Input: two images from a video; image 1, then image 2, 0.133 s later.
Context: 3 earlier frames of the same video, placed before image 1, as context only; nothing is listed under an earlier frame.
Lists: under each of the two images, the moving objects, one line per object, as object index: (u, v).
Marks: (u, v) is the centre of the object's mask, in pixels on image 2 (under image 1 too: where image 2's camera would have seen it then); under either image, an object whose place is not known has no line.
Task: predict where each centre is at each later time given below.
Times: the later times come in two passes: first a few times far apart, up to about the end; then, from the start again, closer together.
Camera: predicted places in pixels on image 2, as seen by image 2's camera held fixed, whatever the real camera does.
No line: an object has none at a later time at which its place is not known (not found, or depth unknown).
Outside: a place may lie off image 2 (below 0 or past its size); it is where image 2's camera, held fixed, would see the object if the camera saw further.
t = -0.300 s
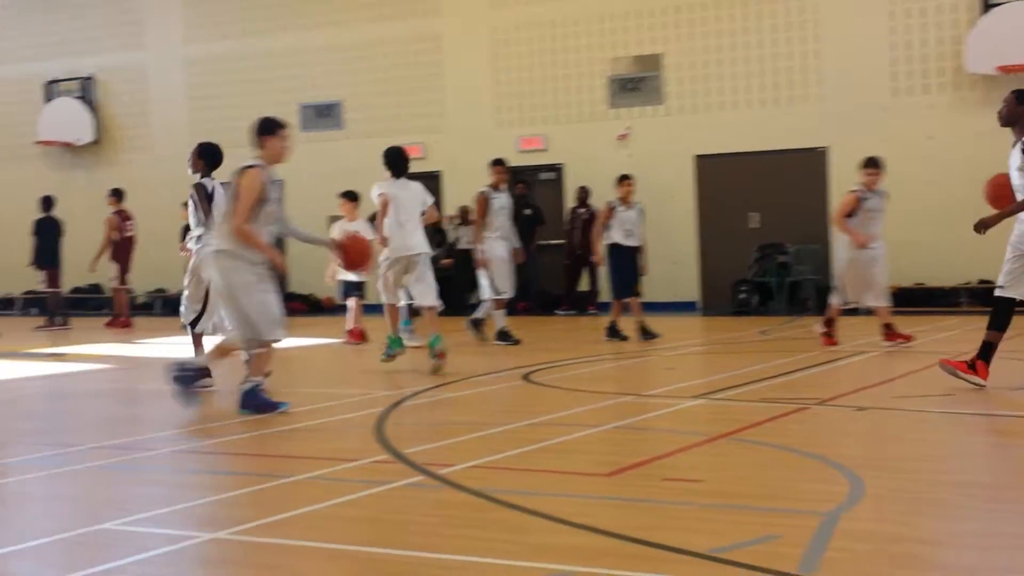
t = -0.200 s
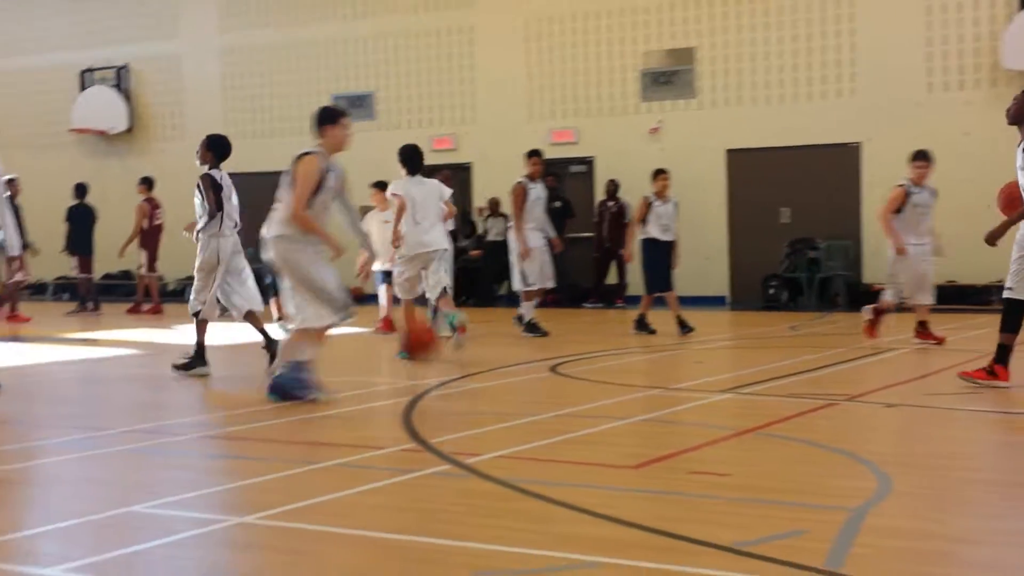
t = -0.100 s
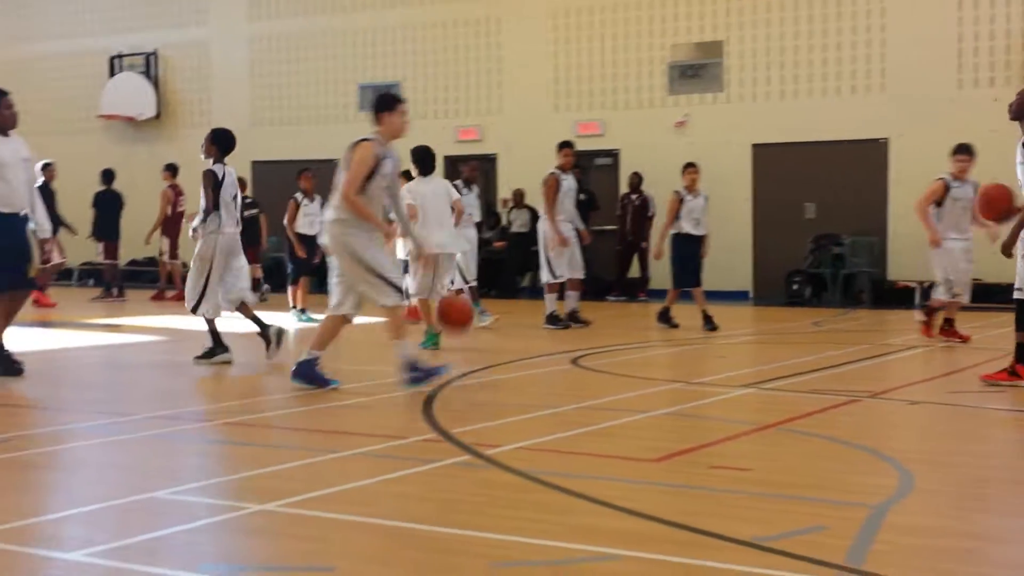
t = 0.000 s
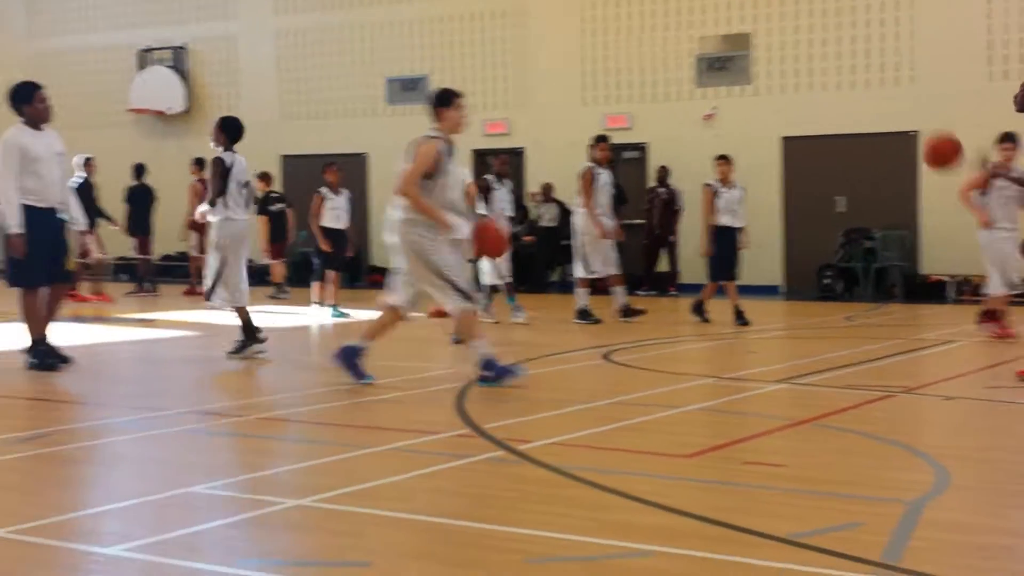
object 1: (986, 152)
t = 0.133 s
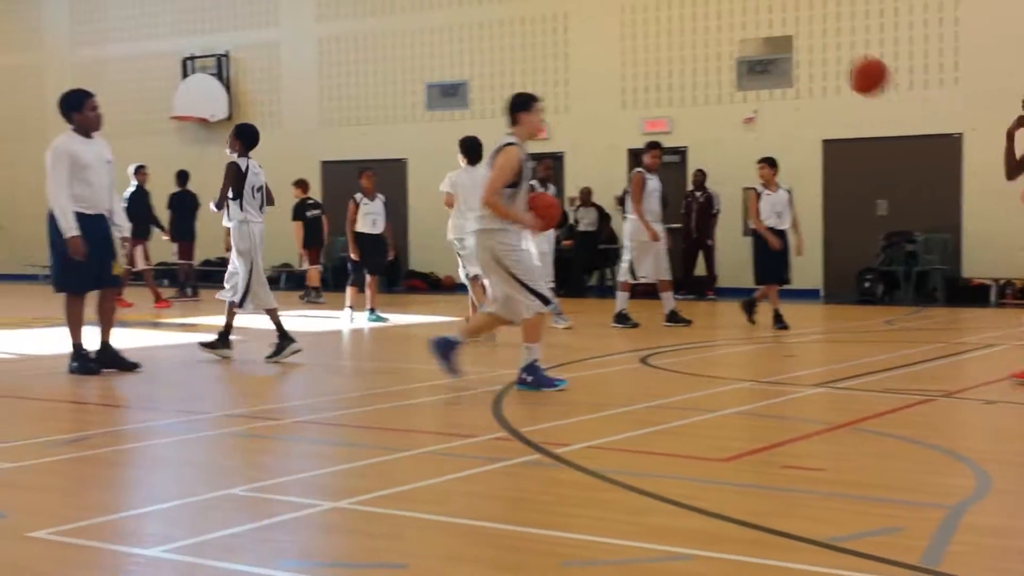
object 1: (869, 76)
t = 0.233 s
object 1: (784, 37)
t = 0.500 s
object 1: (557, 18)
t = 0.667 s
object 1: (421, 57)
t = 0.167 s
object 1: (840, 61)
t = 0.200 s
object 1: (812, 47)
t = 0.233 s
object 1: (784, 37)
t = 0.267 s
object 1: (754, 26)
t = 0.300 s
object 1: (726, 19)
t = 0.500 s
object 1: (557, 18)
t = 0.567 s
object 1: (503, 23)
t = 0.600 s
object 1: (475, 33)
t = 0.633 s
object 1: (448, 44)
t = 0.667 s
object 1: (421, 57)
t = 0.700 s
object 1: (394, 72)
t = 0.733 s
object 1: (366, 88)
